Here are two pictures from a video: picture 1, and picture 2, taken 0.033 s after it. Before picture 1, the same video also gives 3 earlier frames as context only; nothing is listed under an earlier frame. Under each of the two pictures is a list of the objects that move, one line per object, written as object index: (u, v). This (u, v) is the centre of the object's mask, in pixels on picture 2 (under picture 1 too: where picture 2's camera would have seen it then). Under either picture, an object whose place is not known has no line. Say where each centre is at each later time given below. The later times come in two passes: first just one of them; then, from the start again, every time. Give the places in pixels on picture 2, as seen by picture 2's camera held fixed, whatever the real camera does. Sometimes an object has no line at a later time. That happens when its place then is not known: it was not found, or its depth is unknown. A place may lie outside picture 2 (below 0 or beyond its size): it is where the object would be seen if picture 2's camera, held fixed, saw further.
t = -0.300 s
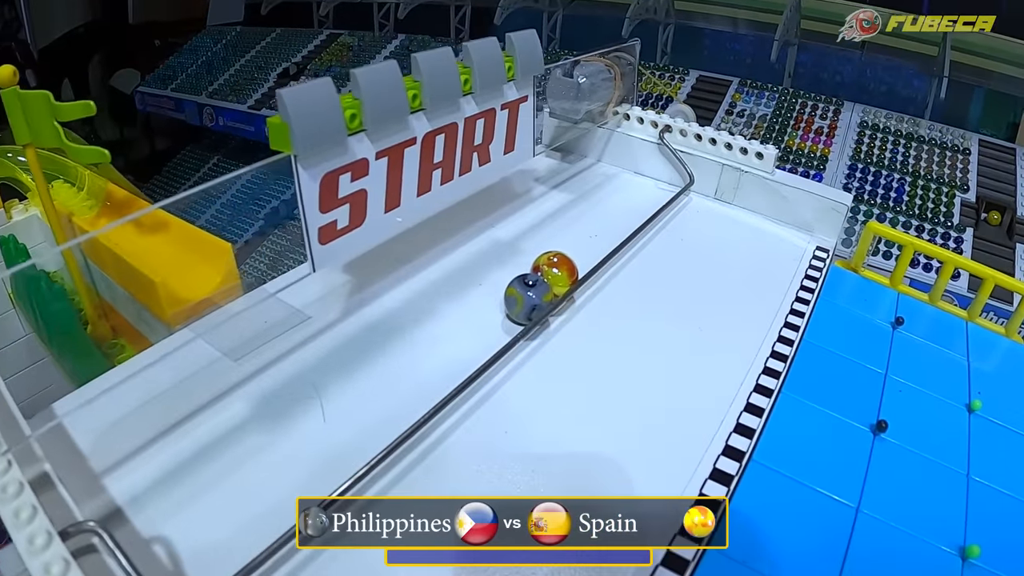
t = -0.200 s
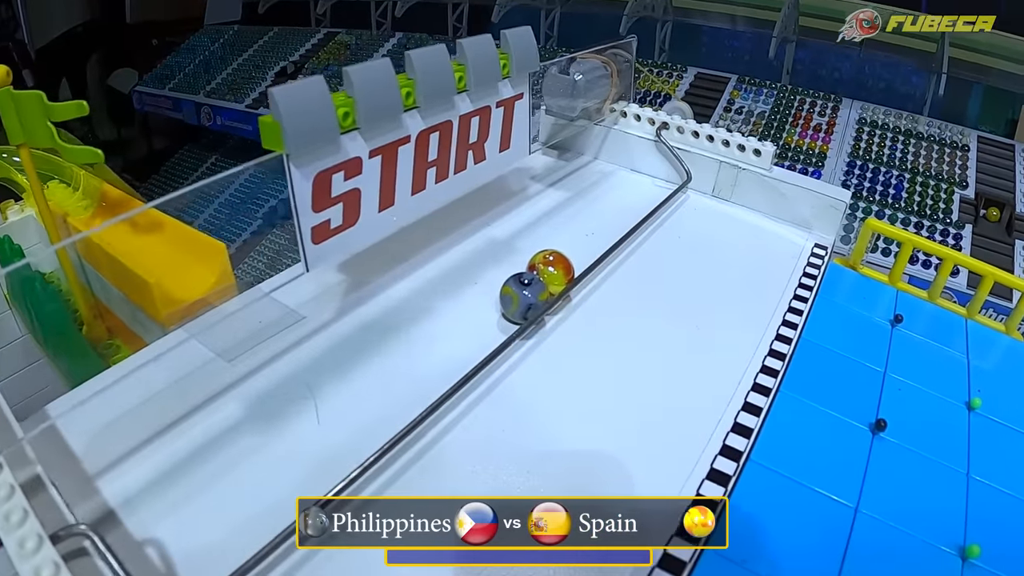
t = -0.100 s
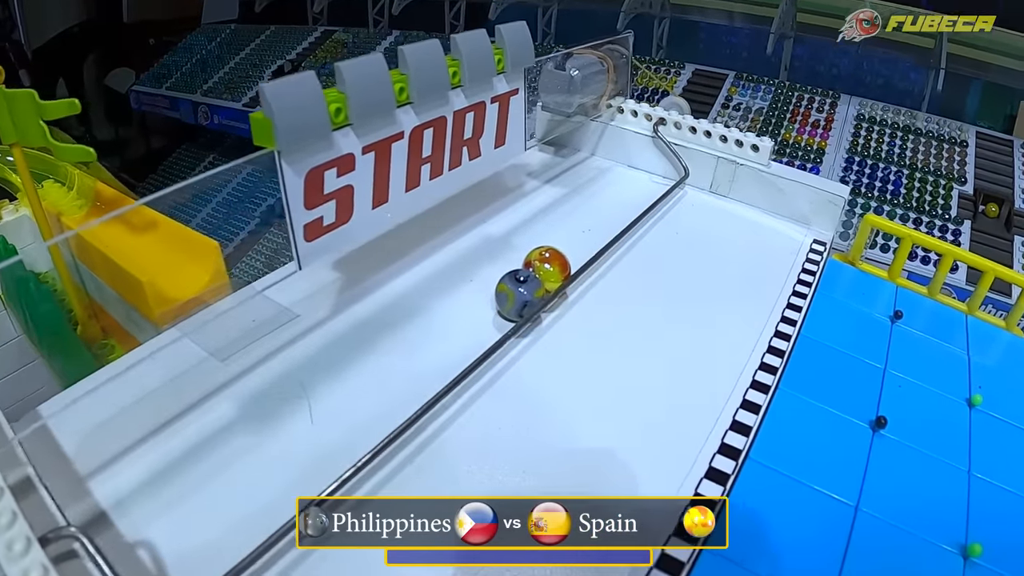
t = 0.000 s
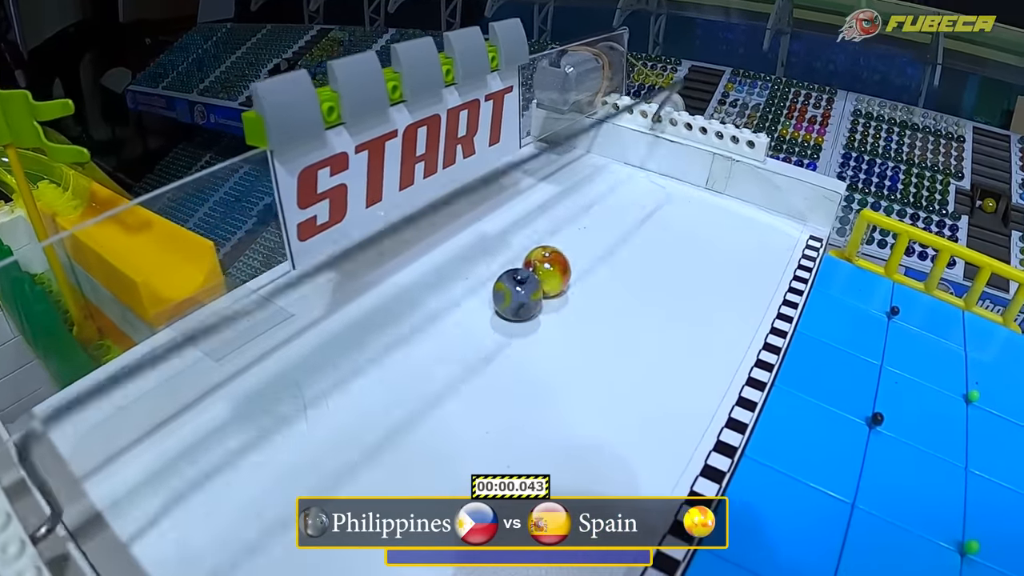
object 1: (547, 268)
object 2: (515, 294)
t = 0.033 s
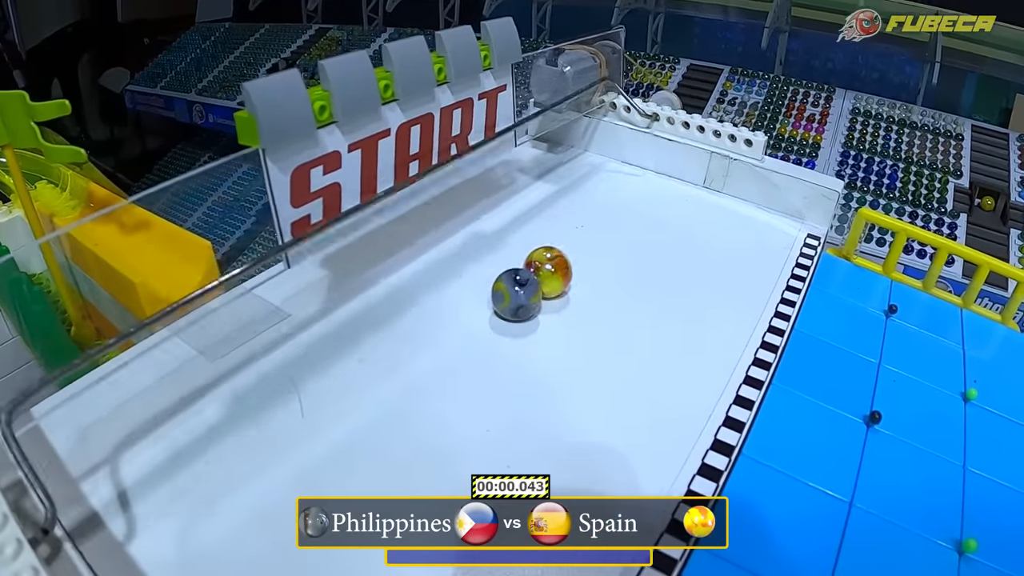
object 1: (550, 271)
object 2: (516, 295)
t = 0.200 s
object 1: (578, 287)
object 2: (533, 307)
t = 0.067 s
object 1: (554, 273)
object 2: (518, 296)
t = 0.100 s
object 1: (559, 276)
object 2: (521, 298)
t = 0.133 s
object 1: (564, 279)
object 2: (524, 300)
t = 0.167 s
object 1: (571, 282)
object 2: (528, 303)
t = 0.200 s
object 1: (578, 287)
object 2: (533, 307)
